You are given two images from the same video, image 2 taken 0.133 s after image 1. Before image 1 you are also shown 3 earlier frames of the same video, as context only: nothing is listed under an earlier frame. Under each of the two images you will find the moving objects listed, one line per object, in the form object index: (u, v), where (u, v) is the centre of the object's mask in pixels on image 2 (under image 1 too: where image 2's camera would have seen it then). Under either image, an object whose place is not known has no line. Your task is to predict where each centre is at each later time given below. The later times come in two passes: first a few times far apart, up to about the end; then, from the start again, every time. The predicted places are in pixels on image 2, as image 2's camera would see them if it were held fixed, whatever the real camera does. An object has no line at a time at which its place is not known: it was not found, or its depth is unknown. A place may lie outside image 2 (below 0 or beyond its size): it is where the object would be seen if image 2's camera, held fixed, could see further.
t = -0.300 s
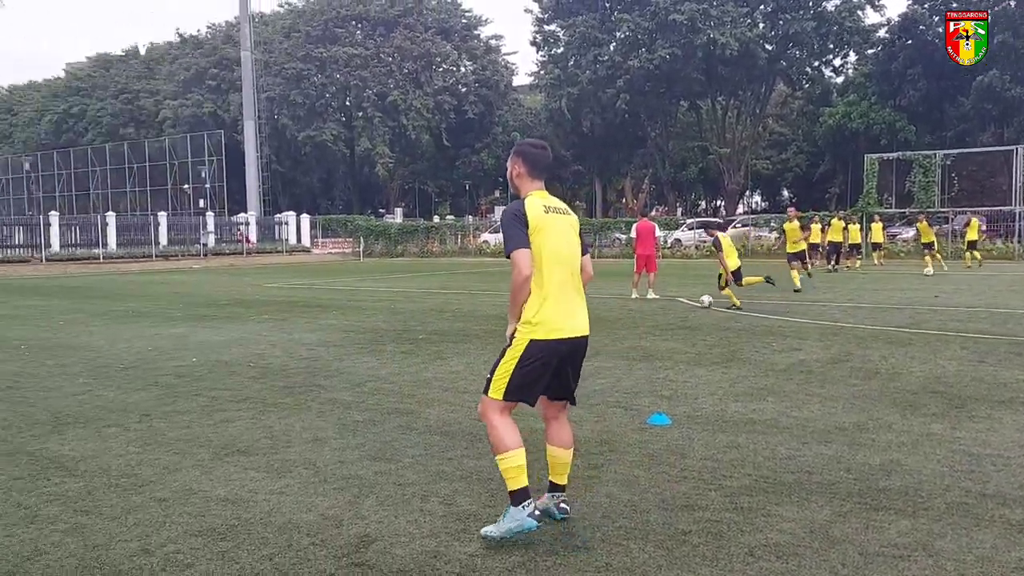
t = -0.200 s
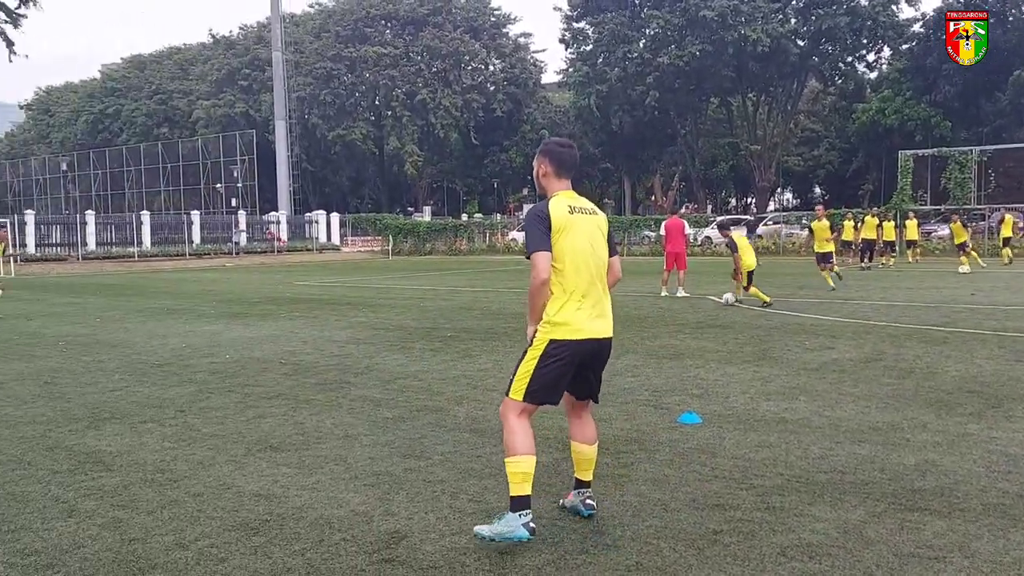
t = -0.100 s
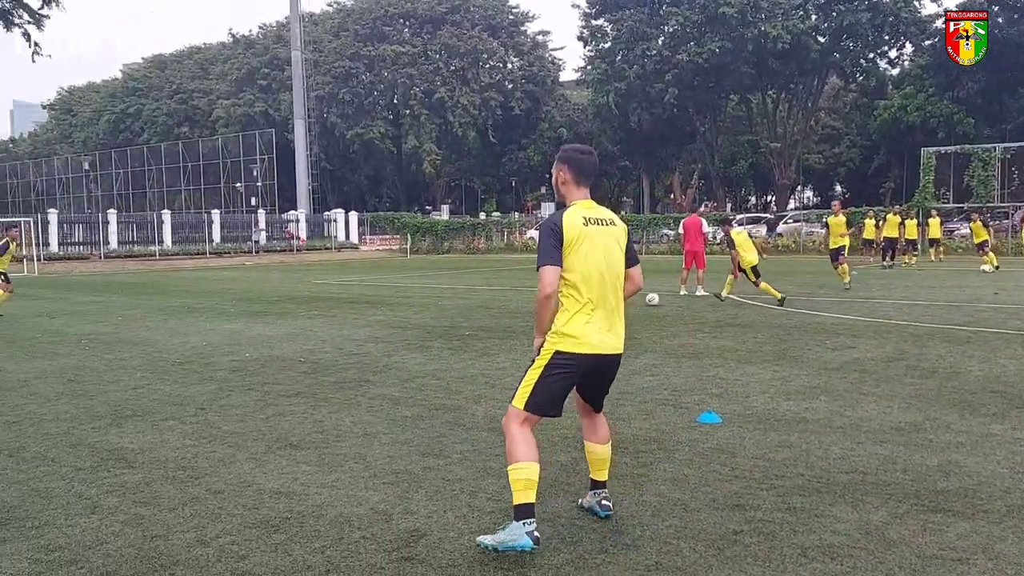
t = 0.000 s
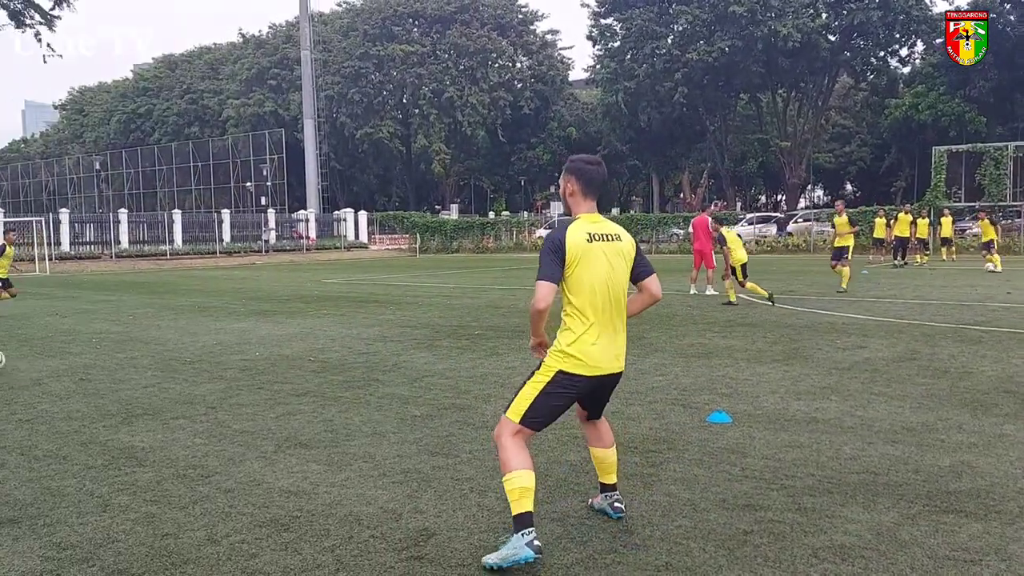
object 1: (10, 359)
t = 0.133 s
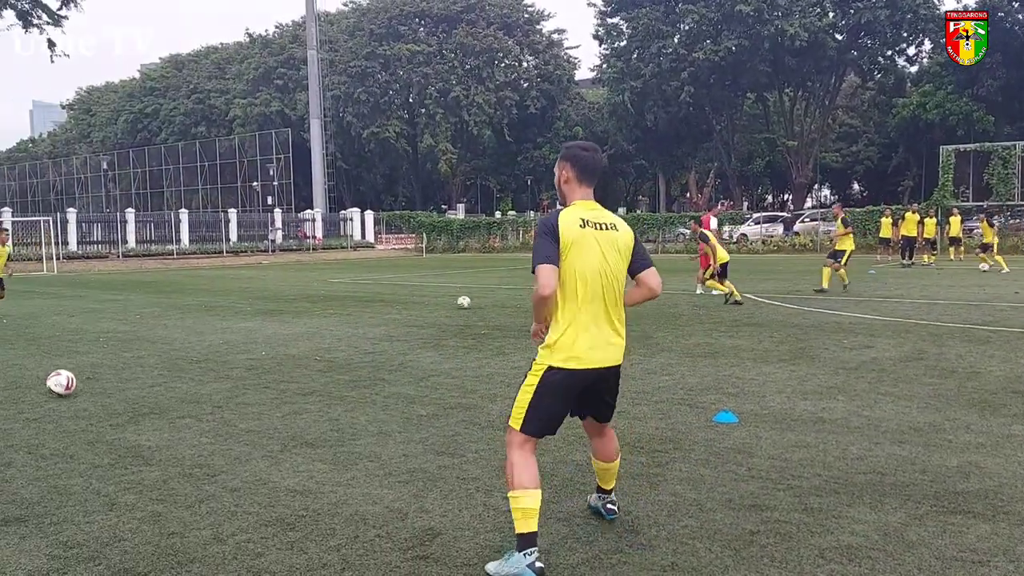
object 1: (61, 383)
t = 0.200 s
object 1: (97, 389)
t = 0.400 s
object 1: (244, 436)
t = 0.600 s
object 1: (474, 506)
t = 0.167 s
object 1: (78, 385)
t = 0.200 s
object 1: (97, 389)
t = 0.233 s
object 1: (117, 396)
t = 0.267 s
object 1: (139, 406)
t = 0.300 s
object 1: (164, 418)
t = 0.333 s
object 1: (189, 424)
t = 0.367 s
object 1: (215, 429)
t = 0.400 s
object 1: (244, 436)
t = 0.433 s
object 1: (275, 447)
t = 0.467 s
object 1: (310, 462)
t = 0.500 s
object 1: (346, 472)
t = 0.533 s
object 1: (385, 480)
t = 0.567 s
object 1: (426, 490)
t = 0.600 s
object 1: (474, 506)
